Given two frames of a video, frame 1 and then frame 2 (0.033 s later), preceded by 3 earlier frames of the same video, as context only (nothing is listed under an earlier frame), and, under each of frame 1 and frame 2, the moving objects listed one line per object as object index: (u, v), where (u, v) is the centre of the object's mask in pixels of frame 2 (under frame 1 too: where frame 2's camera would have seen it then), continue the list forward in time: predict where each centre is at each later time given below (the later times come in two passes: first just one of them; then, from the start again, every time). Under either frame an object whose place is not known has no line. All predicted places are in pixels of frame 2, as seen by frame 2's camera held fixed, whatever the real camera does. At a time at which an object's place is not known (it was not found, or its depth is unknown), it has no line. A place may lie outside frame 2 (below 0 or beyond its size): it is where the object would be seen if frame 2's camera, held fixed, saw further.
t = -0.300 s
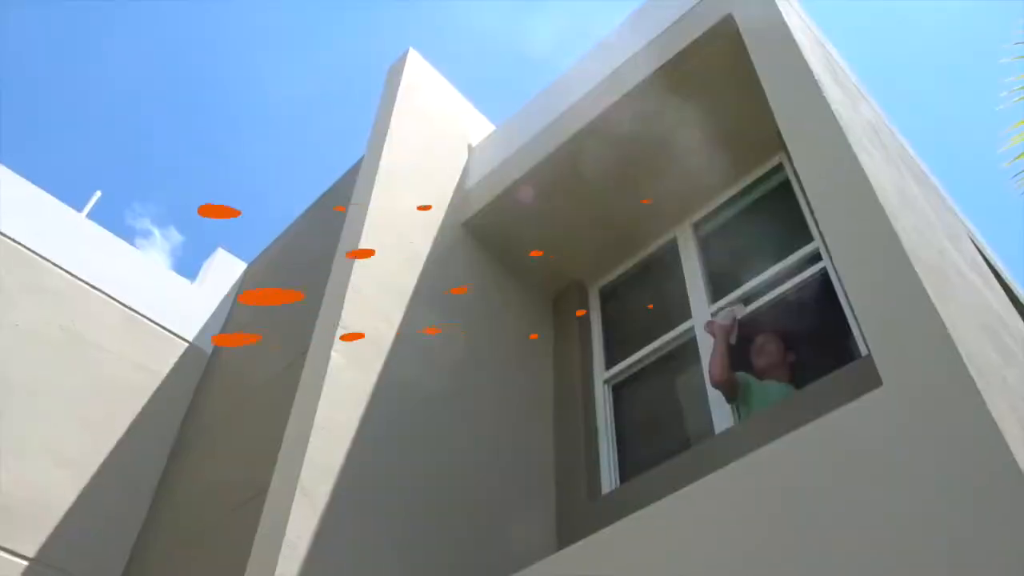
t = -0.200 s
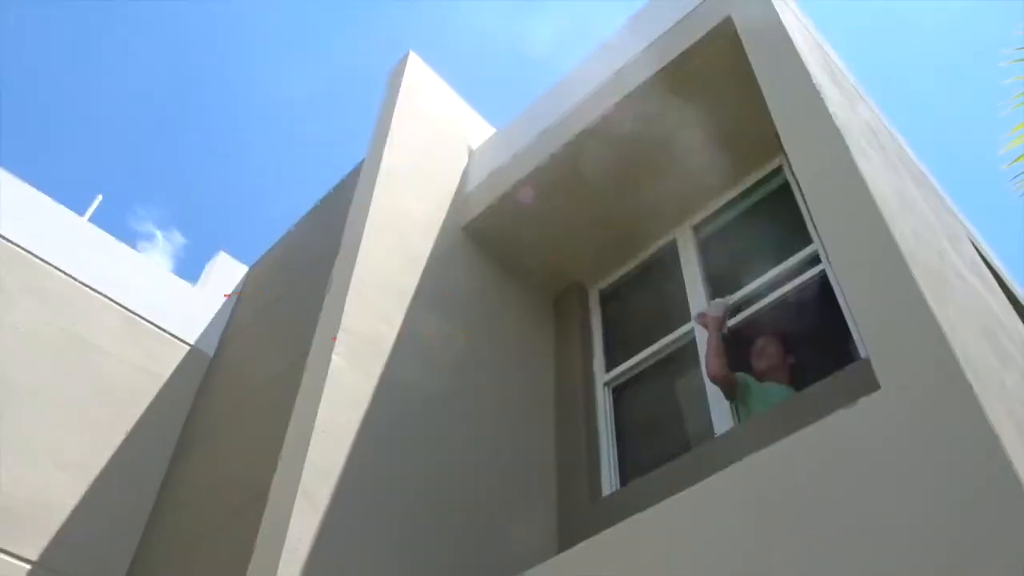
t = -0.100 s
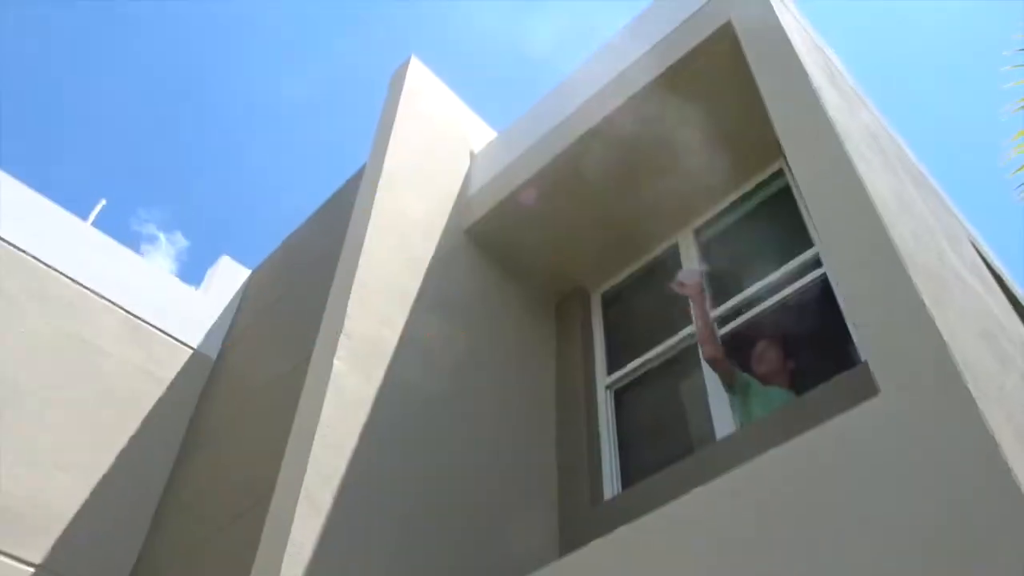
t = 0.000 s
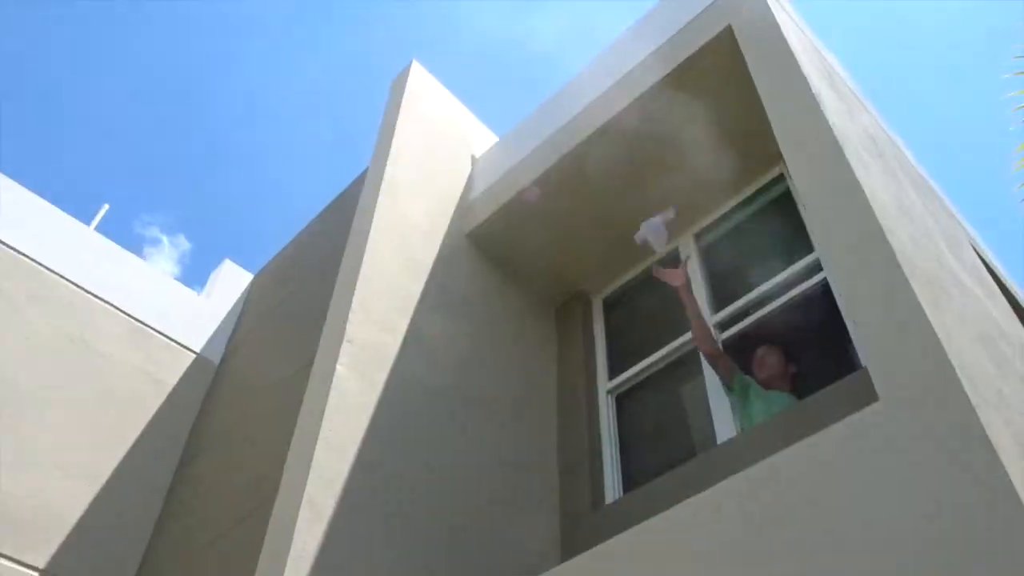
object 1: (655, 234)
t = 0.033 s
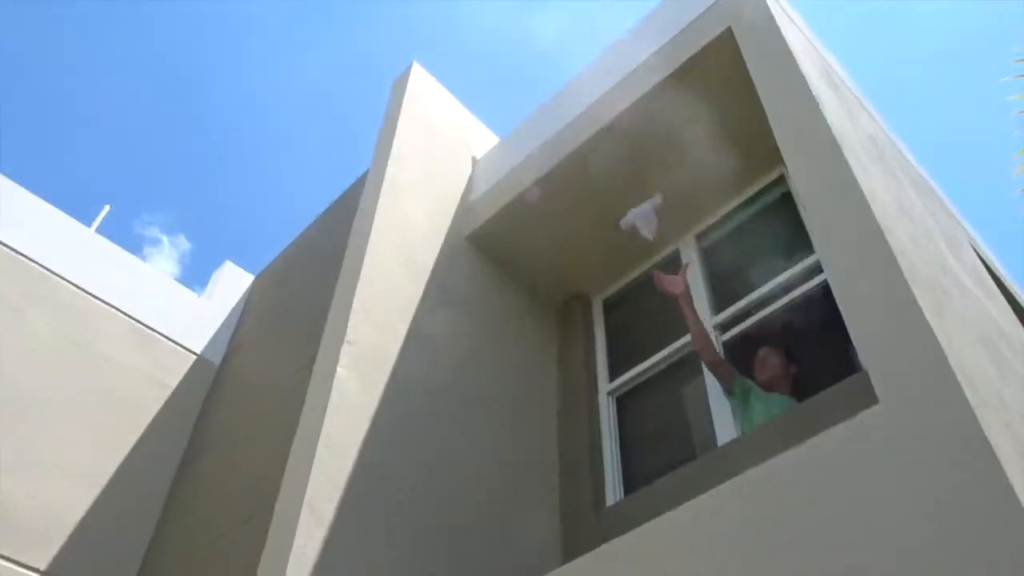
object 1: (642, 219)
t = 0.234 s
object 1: (605, 134)
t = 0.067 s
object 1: (630, 205)
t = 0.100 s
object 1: (623, 189)
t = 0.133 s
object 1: (617, 175)
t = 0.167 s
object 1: (611, 160)
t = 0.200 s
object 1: (605, 147)
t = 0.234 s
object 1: (605, 134)
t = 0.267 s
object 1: (607, 121)
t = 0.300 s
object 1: (611, 109)
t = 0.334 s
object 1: (616, 101)
